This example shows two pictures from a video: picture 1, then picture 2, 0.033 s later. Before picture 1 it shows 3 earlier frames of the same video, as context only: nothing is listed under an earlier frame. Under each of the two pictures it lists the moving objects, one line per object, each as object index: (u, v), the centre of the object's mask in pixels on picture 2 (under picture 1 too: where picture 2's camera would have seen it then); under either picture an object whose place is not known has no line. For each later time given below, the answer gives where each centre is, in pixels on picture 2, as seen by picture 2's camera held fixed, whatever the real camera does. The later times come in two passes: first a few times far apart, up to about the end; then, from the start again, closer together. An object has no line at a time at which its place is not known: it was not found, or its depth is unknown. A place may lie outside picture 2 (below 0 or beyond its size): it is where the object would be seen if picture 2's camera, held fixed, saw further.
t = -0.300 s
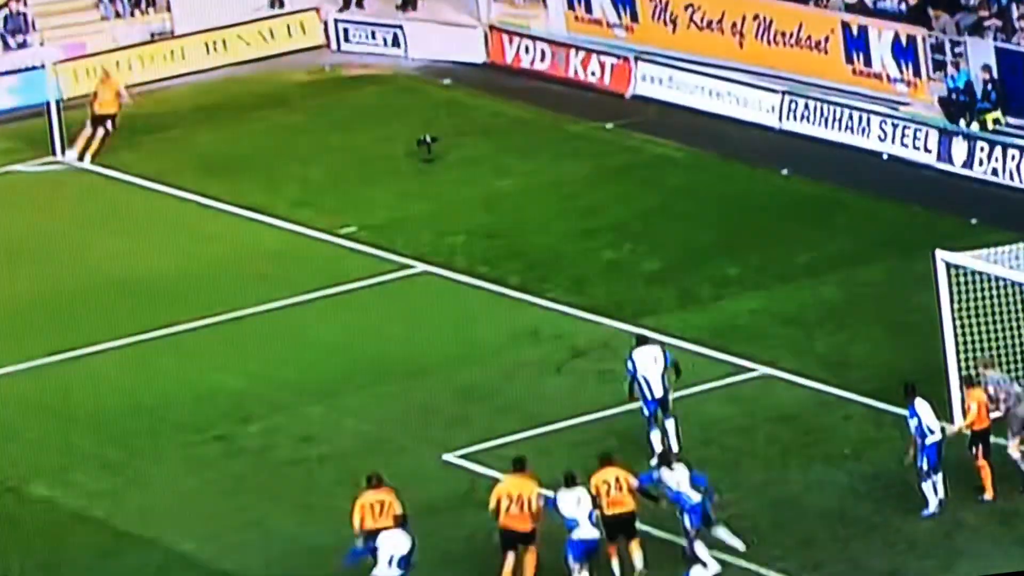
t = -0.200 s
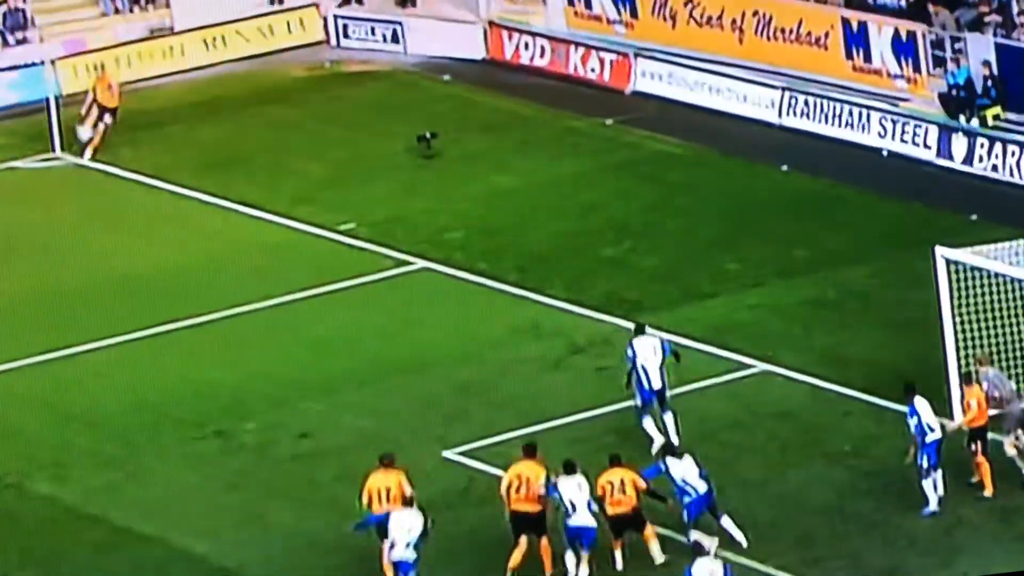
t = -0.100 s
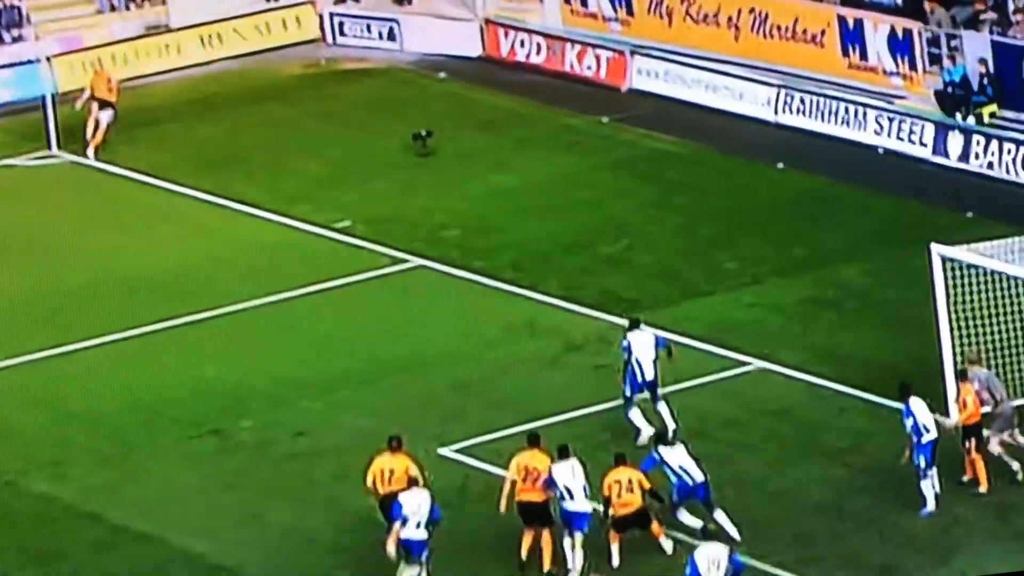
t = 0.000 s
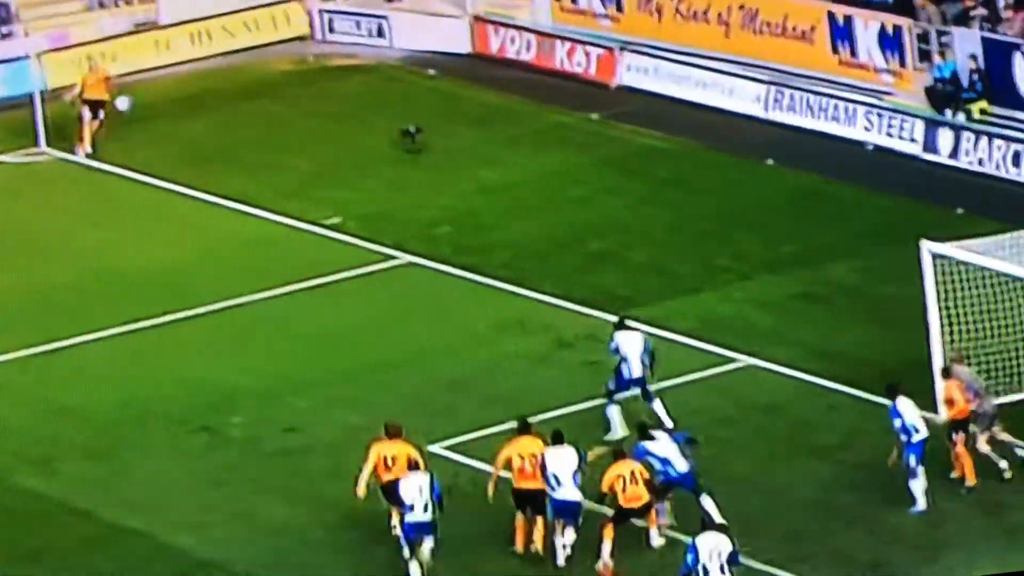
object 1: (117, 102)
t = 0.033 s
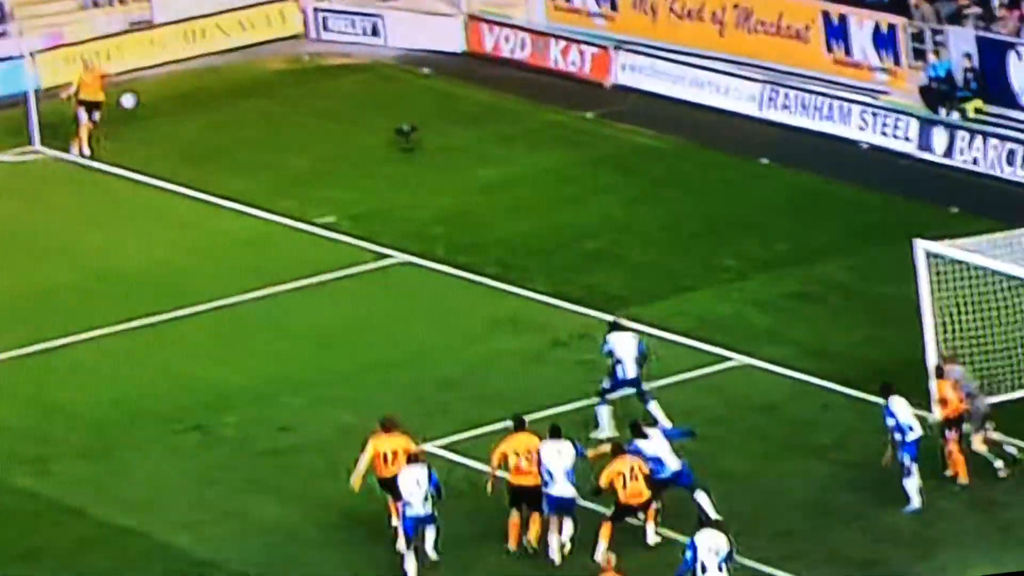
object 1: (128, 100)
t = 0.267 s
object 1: (222, 109)
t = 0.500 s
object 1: (342, 152)
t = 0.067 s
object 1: (140, 100)
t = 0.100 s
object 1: (151, 100)
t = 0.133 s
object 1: (164, 100)
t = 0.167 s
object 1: (179, 102)
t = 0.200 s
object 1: (193, 103)
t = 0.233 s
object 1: (208, 106)
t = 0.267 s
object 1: (222, 109)
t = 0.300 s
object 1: (239, 113)
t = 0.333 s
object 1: (255, 118)
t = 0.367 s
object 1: (272, 123)
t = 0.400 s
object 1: (289, 129)
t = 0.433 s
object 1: (306, 137)
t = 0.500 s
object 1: (342, 152)
